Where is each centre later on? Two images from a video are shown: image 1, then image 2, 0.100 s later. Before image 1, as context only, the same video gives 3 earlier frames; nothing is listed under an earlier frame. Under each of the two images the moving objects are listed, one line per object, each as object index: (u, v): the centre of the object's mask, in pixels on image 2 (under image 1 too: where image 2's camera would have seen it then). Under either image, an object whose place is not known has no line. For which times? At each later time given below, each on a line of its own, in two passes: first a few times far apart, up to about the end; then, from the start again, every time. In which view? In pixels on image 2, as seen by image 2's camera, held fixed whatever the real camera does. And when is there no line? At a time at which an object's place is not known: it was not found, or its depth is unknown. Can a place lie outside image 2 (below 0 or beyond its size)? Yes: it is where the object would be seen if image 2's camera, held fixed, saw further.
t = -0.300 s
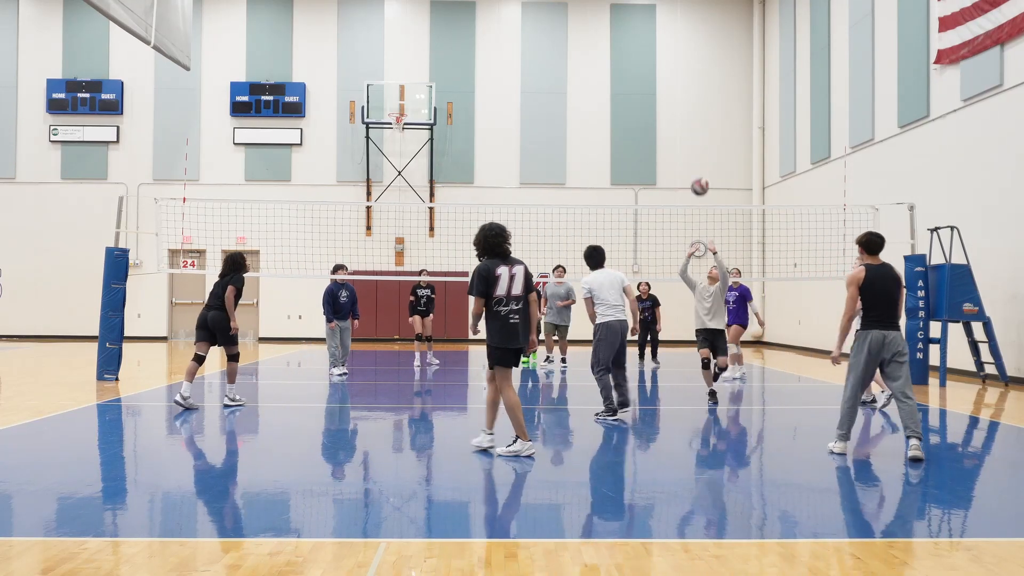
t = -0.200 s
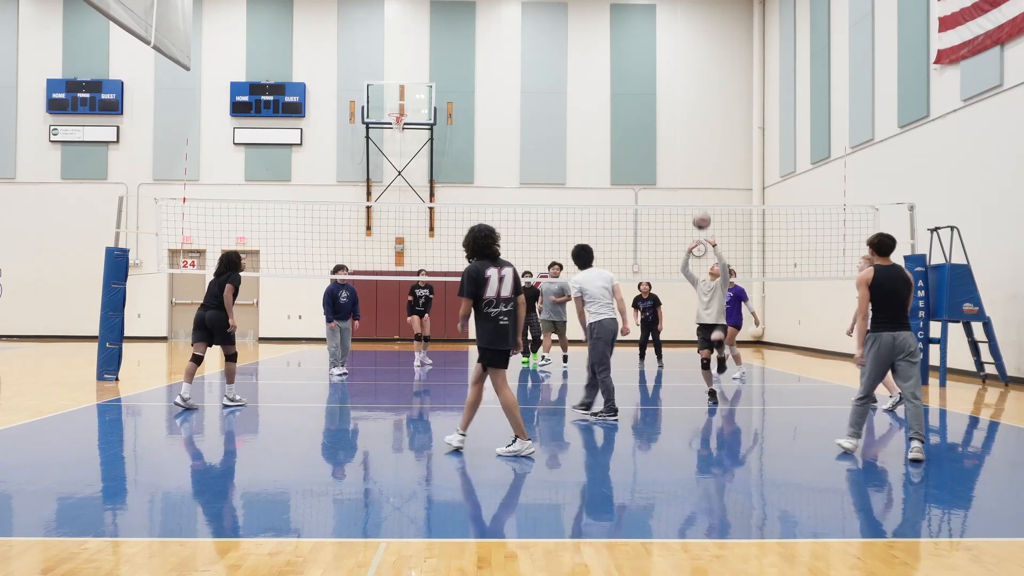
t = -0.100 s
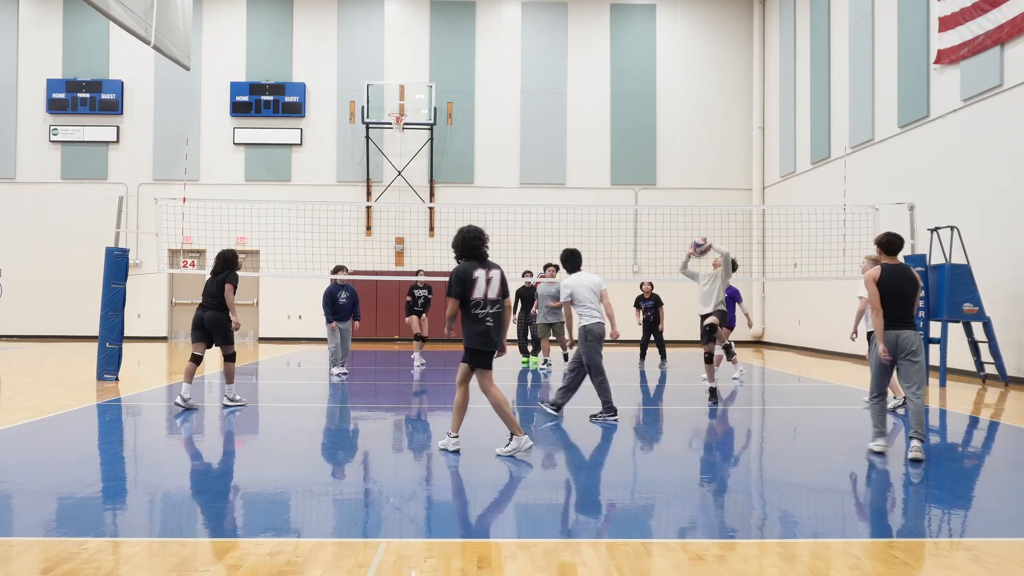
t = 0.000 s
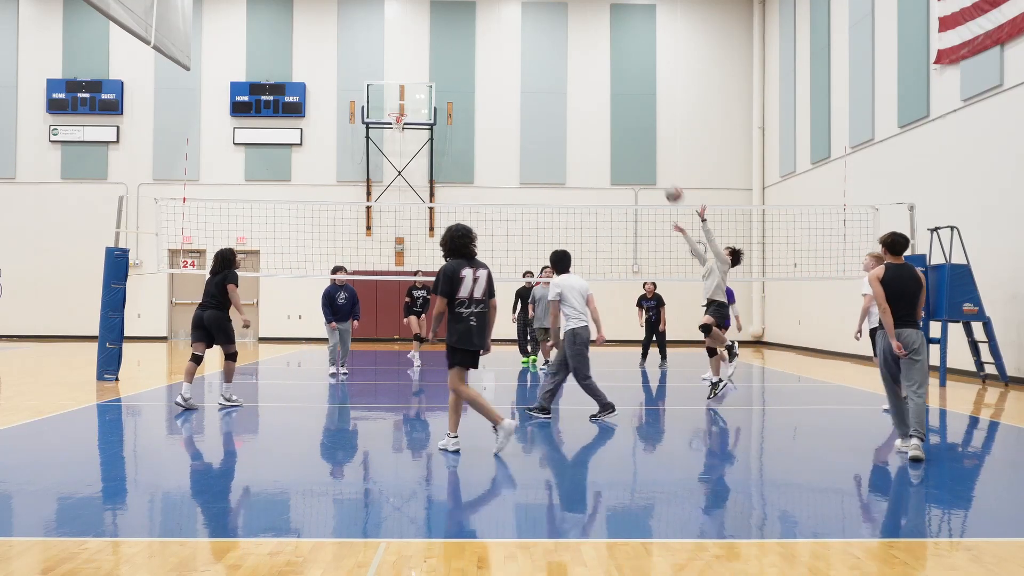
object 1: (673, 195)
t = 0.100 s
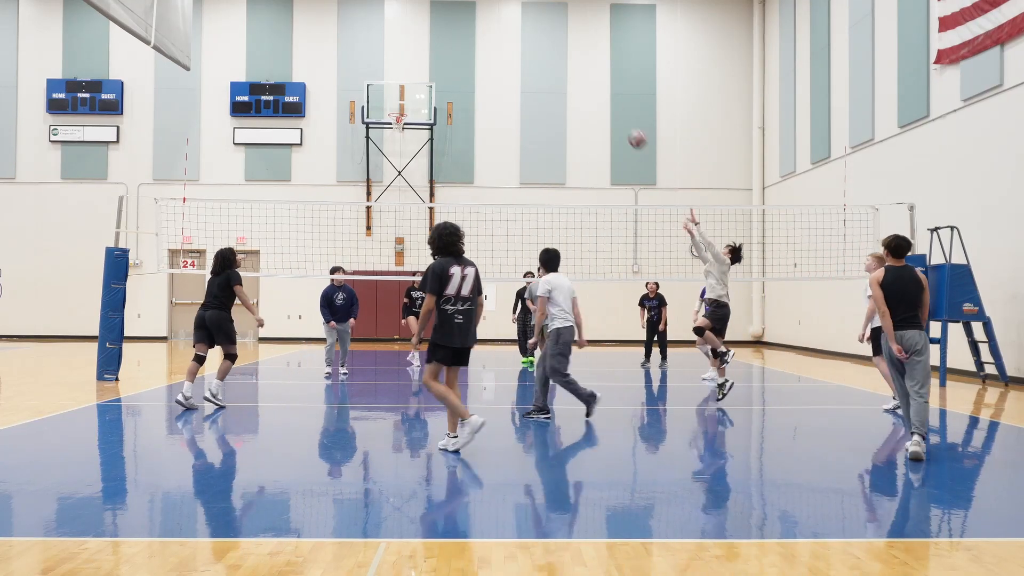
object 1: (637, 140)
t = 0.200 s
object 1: (601, 96)
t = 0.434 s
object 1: (520, 28)
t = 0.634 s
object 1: (454, 7)
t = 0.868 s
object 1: (382, 25)
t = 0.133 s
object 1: (625, 124)
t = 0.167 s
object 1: (613, 110)
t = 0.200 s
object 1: (601, 96)
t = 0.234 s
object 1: (589, 83)
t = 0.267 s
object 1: (577, 72)
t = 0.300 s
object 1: (565, 62)
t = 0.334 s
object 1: (554, 52)
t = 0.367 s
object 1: (543, 43)
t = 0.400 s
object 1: (532, 35)
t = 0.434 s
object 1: (520, 28)
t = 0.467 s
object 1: (509, 23)
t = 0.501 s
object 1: (498, 19)
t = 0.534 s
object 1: (487, 14)
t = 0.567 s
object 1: (476, 10)
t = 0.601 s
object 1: (464, 9)
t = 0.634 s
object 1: (454, 7)
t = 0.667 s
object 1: (443, 7)
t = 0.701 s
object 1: (433, 8)
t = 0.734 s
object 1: (423, 10)
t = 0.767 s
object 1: (413, 12)
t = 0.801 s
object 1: (402, 16)
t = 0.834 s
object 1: (392, 20)
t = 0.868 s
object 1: (382, 25)
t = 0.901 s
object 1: (371, 32)
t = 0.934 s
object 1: (361, 39)
